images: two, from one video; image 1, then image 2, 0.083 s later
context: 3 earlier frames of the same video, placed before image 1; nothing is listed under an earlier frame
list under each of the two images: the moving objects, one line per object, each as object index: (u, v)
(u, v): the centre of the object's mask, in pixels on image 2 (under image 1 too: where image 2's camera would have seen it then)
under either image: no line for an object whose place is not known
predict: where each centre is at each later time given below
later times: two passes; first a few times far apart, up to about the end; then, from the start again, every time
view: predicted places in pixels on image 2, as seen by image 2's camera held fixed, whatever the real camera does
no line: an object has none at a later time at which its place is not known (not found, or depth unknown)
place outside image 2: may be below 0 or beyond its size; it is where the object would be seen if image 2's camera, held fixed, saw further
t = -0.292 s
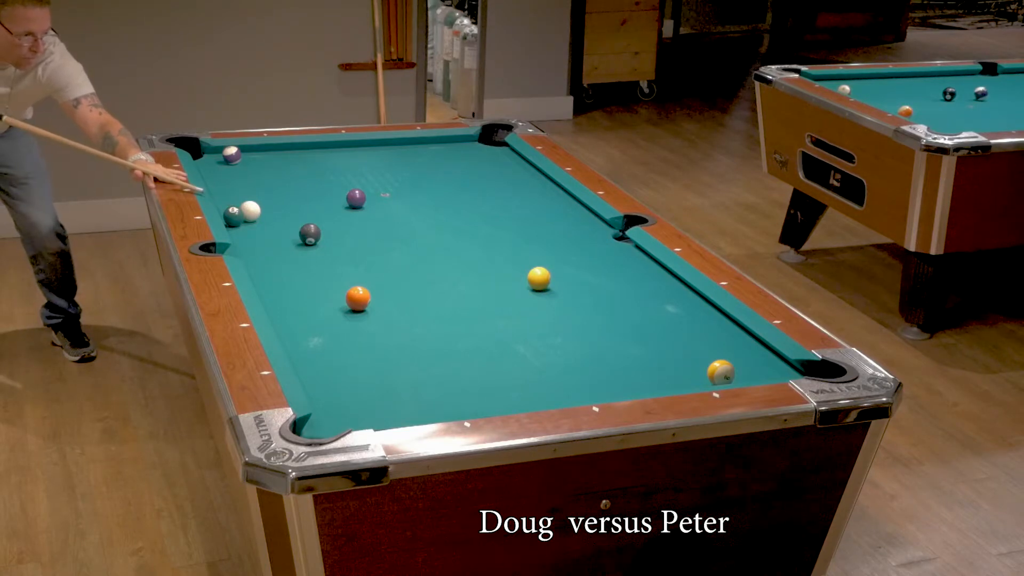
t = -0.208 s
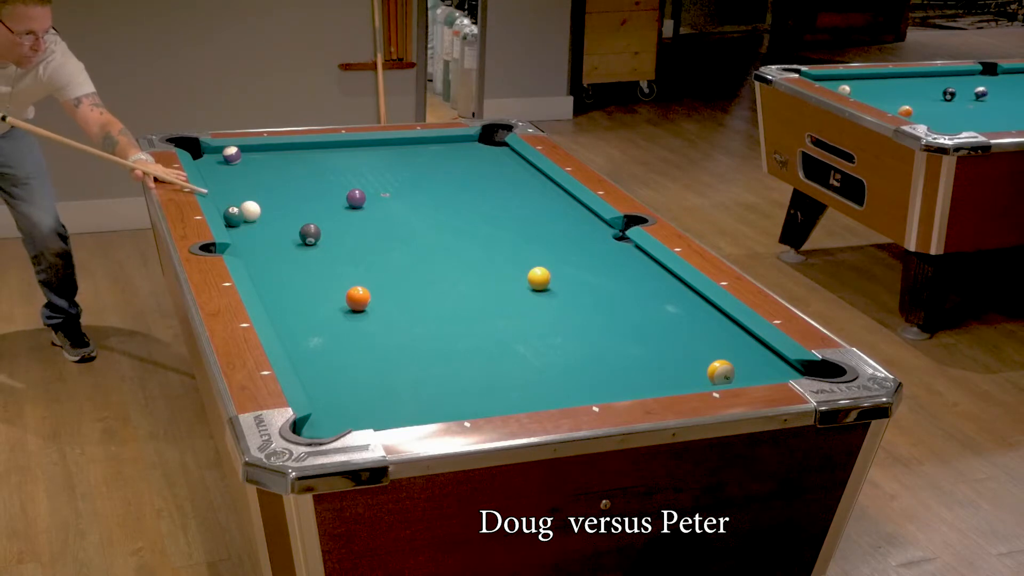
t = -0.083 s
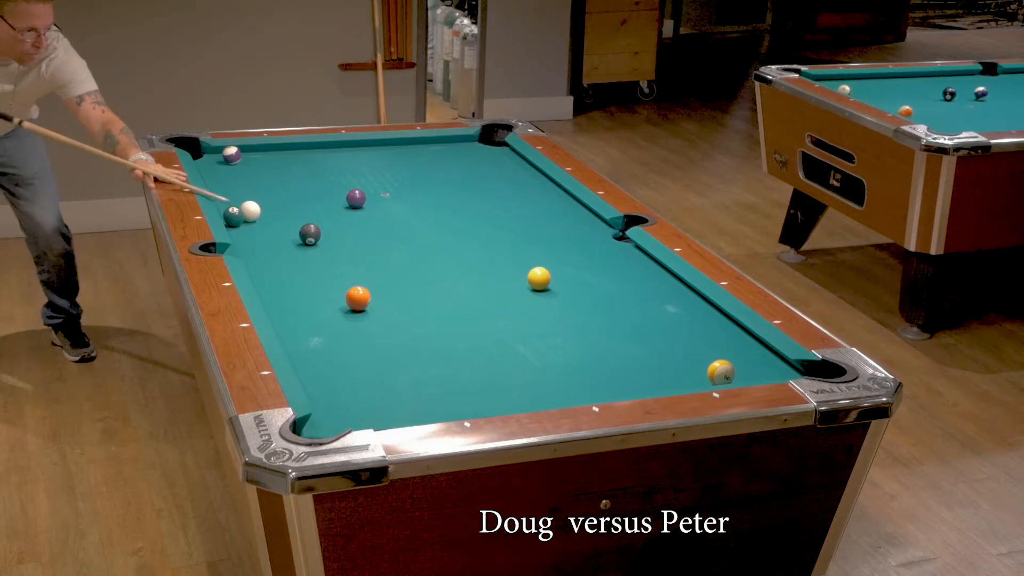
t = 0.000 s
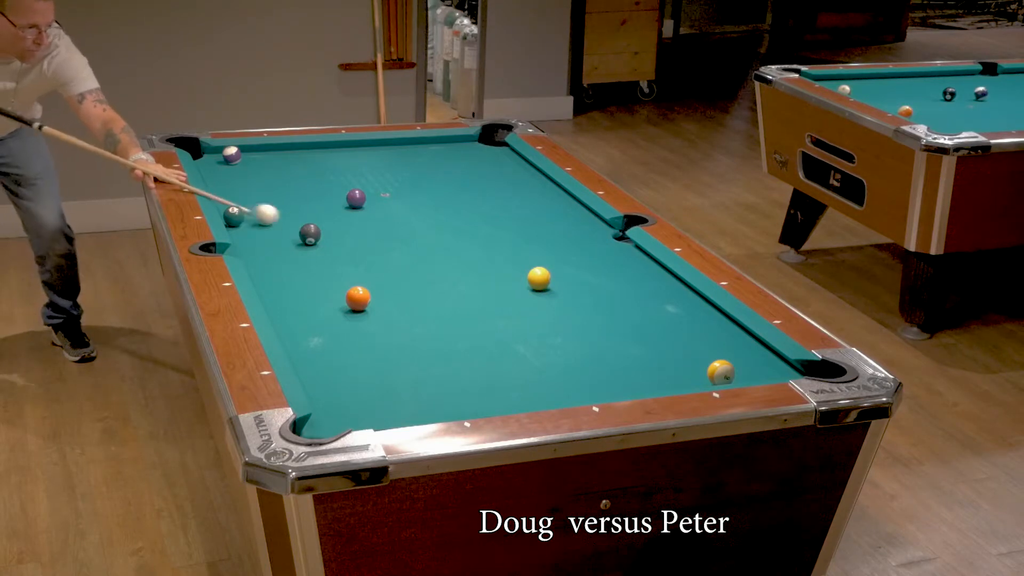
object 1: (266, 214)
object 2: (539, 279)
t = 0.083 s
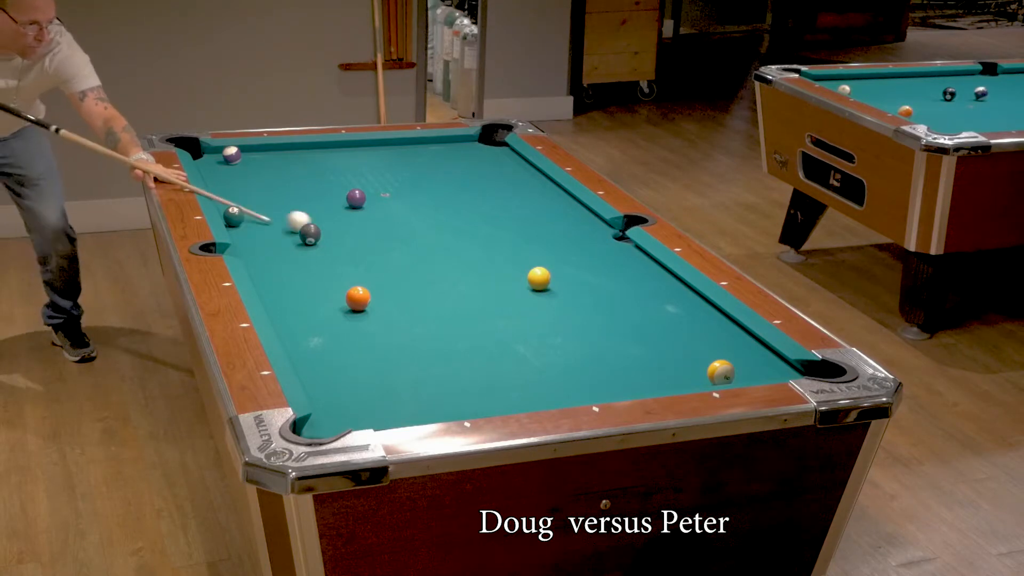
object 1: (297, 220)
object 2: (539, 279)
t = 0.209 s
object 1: (340, 231)
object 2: (539, 279)
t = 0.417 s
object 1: (410, 246)
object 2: (539, 279)
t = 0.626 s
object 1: (481, 262)
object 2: (539, 279)
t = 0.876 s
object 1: (541, 271)
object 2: (569, 290)
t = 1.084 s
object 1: (571, 272)
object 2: (608, 305)
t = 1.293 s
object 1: (601, 272)
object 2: (649, 320)
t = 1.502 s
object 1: (628, 273)
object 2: (689, 335)
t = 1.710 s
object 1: (653, 273)
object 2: (730, 350)
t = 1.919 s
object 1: (658, 274)
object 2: (772, 366)
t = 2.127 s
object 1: (648, 277)
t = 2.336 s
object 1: (640, 279)
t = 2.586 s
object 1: (631, 281)
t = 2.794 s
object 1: (625, 282)
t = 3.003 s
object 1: (619, 282)
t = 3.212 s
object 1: (615, 283)
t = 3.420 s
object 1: (612, 283)
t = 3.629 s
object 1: (612, 283)
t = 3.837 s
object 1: (612, 283)
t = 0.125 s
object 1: (314, 221)
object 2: (539, 279)
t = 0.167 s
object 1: (328, 228)
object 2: (539, 279)
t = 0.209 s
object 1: (340, 231)
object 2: (539, 279)
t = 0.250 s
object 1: (354, 234)
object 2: (539, 279)
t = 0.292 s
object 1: (368, 237)
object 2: (539, 279)
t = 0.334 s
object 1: (382, 240)
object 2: (539, 279)
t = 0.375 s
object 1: (396, 243)
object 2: (539, 279)
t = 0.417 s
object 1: (410, 246)
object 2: (539, 279)
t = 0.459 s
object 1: (424, 249)
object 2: (539, 279)
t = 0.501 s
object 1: (438, 252)
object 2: (539, 279)
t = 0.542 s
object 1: (452, 255)
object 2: (539, 279)
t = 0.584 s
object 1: (467, 259)
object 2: (539, 279)
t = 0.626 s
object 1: (481, 262)
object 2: (539, 279)
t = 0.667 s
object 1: (496, 265)
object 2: (539, 279)
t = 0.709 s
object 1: (510, 268)
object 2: (539, 278)
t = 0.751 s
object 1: (522, 271)
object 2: (541, 279)
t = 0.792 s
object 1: (528, 271)
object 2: (551, 283)
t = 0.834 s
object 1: (534, 271)
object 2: (561, 287)
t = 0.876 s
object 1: (541, 271)
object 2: (569, 290)
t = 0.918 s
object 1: (547, 271)
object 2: (577, 293)
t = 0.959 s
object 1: (553, 271)
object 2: (585, 296)
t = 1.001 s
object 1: (559, 272)
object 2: (593, 299)
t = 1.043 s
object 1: (565, 272)
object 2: (601, 302)
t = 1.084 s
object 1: (571, 272)
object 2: (608, 305)
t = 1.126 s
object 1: (577, 272)
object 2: (616, 308)
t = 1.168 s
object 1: (583, 272)
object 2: (624, 311)
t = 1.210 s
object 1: (589, 272)
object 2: (633, 314)
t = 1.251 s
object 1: (595, 272)
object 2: (641, 317)
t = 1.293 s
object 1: (601, 272)
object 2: (649, 320)
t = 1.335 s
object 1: (606, 272)
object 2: (657, 323)
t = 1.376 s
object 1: (612, 272)
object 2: (665, 326)
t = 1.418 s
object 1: (617, 272)
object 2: (673, 329)
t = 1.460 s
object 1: (623, 273)
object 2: (681, 332)
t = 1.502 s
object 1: (628, 273)
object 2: (689, 335)
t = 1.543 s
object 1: (633, 273)
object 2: (697, 338)
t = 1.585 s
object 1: (639, 273)
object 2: (706, 341)
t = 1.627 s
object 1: (643, 273)
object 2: (714, 344)
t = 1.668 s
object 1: (649, 273)
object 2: (722, 347)
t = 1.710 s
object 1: (653, 273)
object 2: (730, 350)
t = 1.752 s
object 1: (659, 273)
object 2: (739, 353)
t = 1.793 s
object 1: (663, 273)
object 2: (747, 357)
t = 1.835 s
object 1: (662, 274)
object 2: (755, 359)
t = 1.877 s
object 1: (660, 274)
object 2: (764, 363)
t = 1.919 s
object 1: (658, 274)
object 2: (772, 366)
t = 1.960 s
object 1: (656, 275)
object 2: (780, 367)
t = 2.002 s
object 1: (654, 275)
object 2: (789, 369)
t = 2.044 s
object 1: (652, 276)
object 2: (797, 372)
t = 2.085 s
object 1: (650, 276)
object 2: (803, 375)
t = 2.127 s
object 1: (648, 277)
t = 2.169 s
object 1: (646, 277)
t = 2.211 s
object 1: (645, 277)
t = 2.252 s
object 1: (643, 278)
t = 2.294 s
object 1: (641, 278)
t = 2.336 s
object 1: (640, 279)
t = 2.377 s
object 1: (638, 279)
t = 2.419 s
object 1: (637, 279)
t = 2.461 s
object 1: (635, 279)
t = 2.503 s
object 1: (634, 280)
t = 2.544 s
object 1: (632, 280)
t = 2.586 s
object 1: (631, 281)
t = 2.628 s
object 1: (629, 280)
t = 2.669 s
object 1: (629, 281)
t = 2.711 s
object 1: (627, 281)
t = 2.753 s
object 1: (626, 281)
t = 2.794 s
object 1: (625, 282)
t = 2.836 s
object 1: (623, 282)
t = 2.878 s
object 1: (622, 282)
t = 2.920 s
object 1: (621, 282)
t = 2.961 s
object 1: (620, 282)
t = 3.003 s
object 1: (619, 282)
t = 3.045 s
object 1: (619, 282)
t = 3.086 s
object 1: (618, 282)
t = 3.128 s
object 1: (617, 283)
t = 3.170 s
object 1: (616, 283)
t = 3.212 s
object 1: (615, 283)
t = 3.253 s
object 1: (614, 283)
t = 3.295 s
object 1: (614, 283)
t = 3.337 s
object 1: (613, 283)
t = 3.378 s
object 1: (613, 283)
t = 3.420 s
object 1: (612, 283)
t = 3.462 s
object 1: (612, 283)
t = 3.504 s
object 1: (612, 283)
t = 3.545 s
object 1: (611, 283)
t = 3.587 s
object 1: (611, 283)
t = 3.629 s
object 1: (612, 283)
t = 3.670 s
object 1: (612, 283)
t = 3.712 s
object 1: (612, 283)
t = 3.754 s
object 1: (612, 283)
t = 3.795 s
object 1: (612, 283)
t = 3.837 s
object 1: (612, 283)
